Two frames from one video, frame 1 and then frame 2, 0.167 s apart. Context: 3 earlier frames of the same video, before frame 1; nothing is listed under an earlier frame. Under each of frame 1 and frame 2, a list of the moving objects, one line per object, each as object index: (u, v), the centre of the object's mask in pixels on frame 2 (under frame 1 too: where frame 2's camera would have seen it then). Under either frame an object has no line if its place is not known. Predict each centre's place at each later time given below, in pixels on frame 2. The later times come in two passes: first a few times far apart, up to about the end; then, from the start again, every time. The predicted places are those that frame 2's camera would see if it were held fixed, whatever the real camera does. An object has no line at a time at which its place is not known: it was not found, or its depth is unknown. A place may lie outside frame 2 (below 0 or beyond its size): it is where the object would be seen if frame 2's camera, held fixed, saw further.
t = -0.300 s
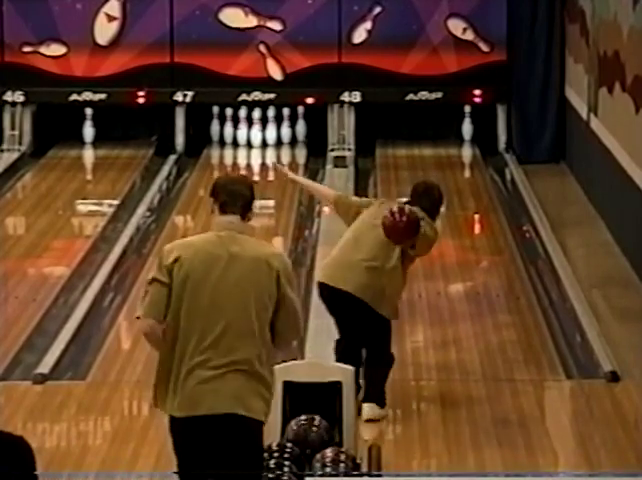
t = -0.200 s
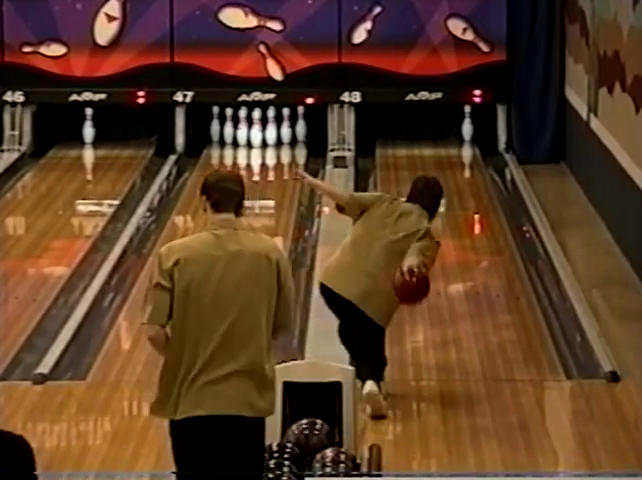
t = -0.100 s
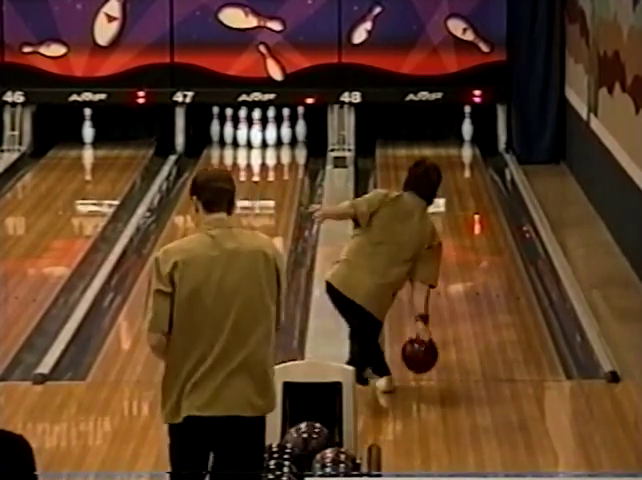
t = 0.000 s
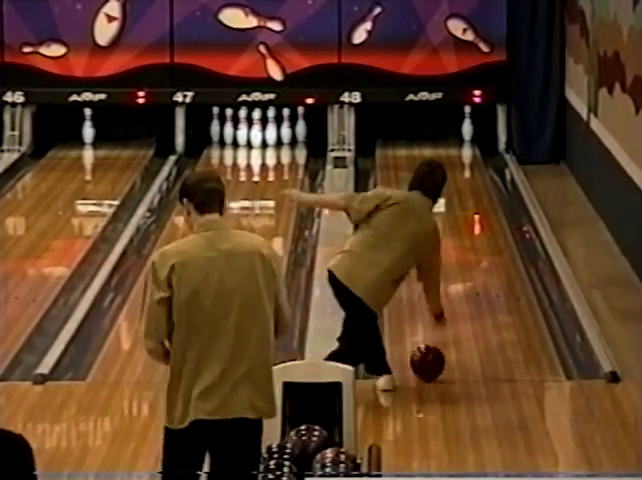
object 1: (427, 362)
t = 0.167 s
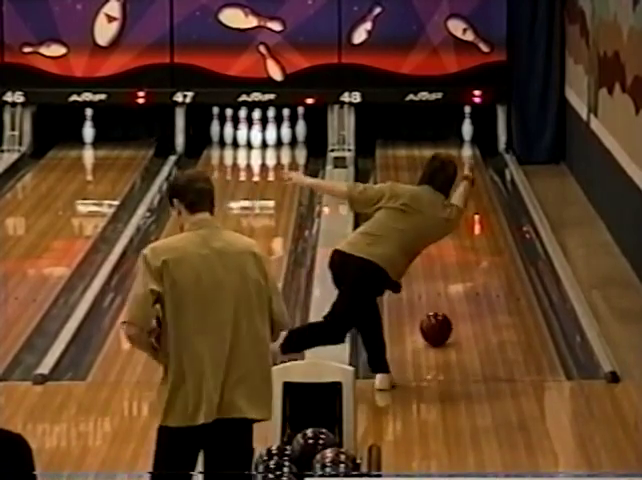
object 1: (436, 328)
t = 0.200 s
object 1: (437, 323)
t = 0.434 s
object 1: (446, 282)
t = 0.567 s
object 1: (447, 265)
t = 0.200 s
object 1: (437, 323)
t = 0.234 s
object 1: (438, 316)
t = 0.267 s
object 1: (439, 310)
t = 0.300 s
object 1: (441, 304)
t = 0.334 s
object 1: (442, 299)
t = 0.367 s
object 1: (443, 293)
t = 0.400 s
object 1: (445, 287)
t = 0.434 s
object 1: (446, 282)
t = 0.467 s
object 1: (447, 277)
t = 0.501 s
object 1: (448, 272)
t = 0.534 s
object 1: (450, 267)
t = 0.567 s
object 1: (447, 265)
